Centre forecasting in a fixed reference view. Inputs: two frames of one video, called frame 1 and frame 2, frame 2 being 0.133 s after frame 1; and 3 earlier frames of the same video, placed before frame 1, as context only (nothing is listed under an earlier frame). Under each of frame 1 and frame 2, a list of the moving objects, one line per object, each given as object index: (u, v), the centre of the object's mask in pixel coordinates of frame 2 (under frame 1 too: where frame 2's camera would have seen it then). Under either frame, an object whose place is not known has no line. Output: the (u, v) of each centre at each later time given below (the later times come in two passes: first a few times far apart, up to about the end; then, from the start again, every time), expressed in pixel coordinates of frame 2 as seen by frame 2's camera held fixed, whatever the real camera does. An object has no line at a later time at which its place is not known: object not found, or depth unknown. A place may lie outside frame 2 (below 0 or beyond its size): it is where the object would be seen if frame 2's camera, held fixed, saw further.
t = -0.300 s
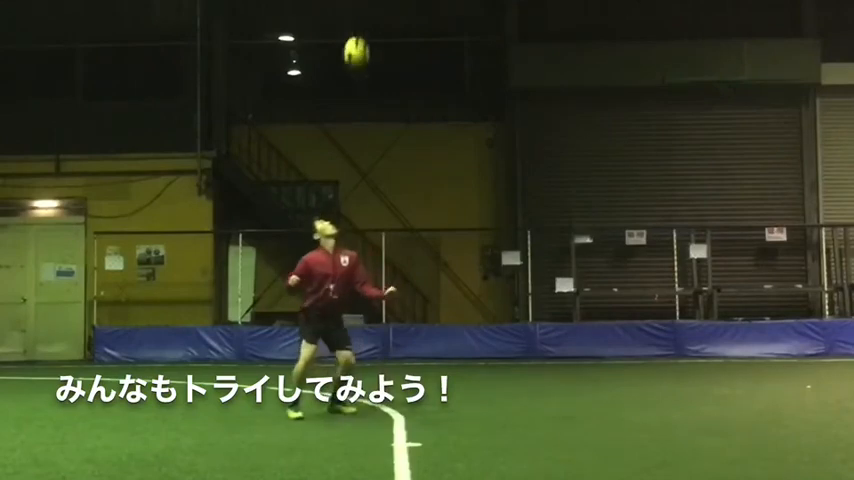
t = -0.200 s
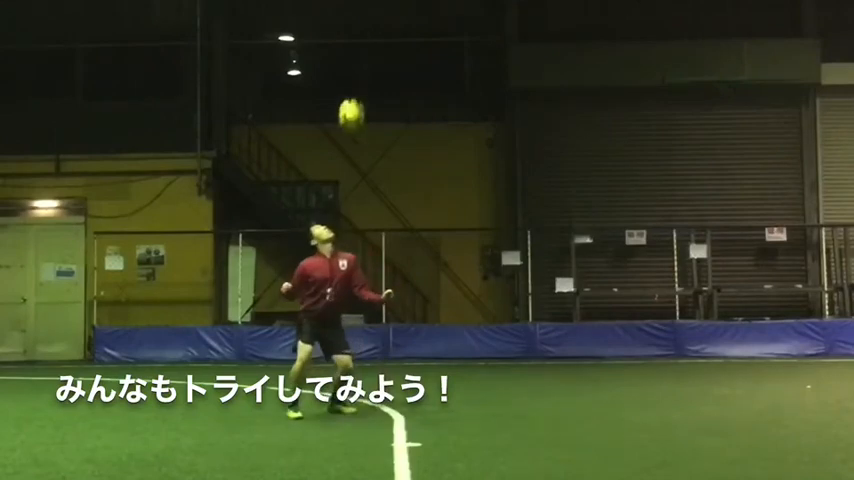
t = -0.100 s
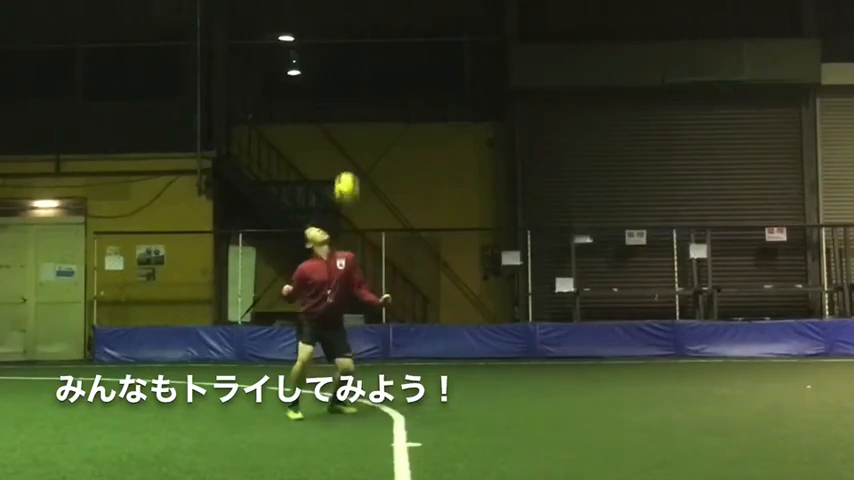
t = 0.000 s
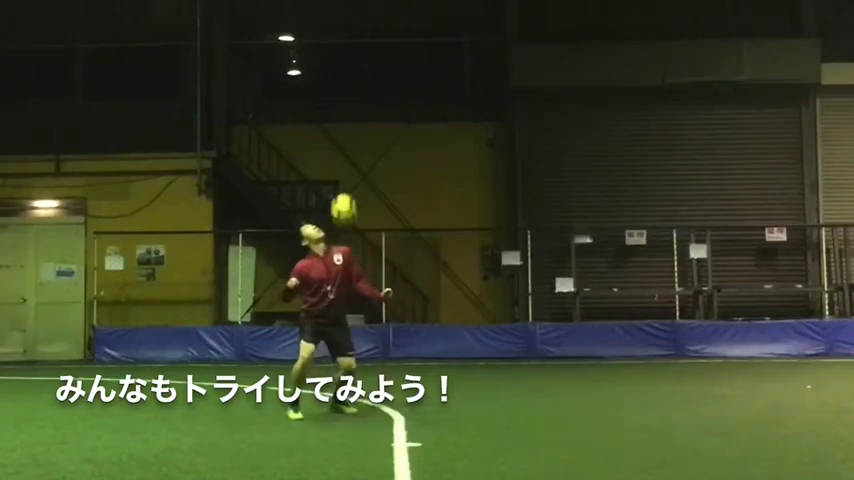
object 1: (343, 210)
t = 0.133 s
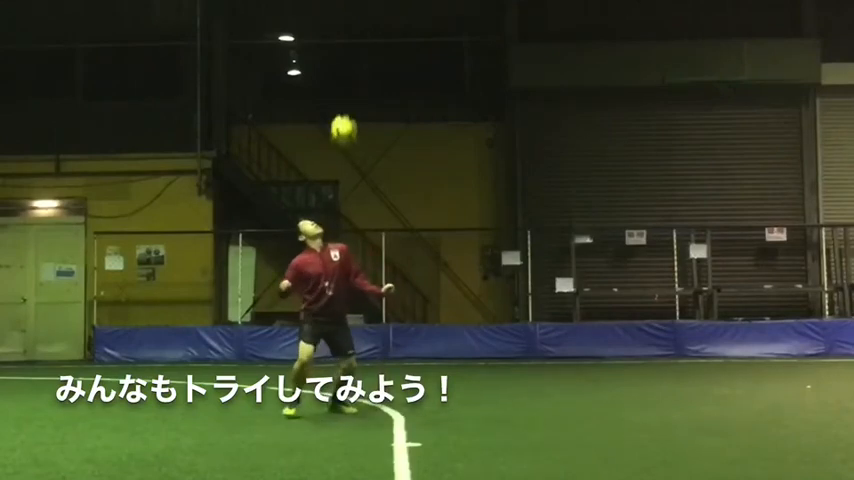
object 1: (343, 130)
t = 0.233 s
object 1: (343, 85)
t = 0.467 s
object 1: (343, 25)
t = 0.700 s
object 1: (342, 35)
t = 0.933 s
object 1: (342, 117)
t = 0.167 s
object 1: (343, 112)
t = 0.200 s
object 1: (343, 97)
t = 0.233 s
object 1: (343, 85)
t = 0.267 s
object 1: (343, 72)
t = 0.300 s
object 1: (343, 60)
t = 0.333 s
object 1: (343, 51)
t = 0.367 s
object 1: (343, 42)
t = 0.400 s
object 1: (343, 35)
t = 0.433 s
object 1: (343, 30)
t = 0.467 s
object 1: (343, 25)
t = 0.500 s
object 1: (342, 23)
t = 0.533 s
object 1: (342, 21)
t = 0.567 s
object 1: (342, 21)
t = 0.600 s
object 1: (342, 22)
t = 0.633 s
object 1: (342, 25)
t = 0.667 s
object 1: (342, 29)
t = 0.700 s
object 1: (342, 35)
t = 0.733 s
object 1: (342, 41)
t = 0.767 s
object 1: (342, 50)
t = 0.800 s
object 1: (342, 61)
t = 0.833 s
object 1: (342, 73)
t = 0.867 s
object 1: (342, 86)
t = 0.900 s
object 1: (342, 101)
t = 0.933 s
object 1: (342, 117)
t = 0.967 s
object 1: (342, 136)
